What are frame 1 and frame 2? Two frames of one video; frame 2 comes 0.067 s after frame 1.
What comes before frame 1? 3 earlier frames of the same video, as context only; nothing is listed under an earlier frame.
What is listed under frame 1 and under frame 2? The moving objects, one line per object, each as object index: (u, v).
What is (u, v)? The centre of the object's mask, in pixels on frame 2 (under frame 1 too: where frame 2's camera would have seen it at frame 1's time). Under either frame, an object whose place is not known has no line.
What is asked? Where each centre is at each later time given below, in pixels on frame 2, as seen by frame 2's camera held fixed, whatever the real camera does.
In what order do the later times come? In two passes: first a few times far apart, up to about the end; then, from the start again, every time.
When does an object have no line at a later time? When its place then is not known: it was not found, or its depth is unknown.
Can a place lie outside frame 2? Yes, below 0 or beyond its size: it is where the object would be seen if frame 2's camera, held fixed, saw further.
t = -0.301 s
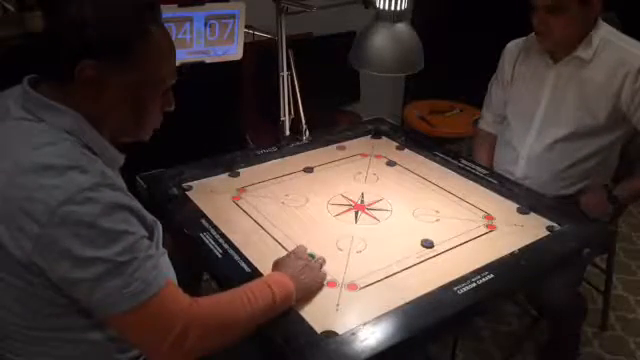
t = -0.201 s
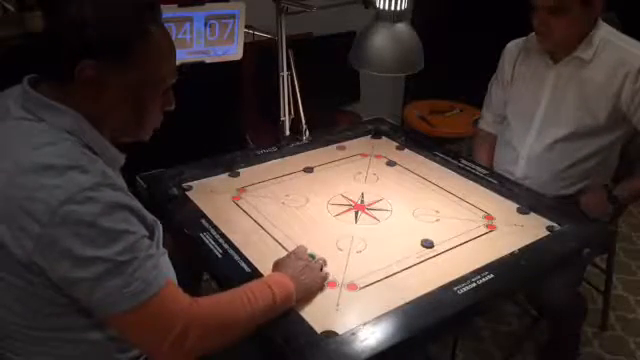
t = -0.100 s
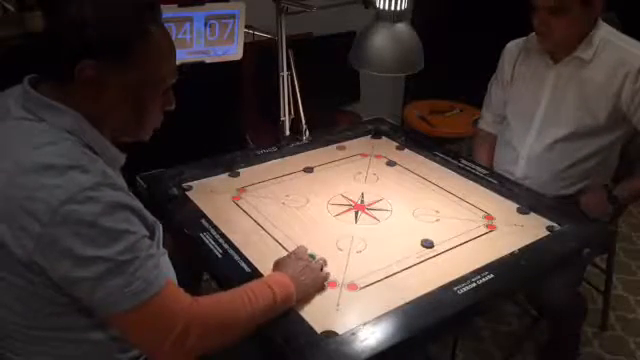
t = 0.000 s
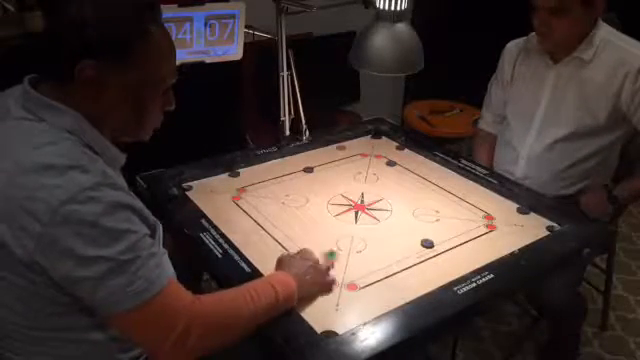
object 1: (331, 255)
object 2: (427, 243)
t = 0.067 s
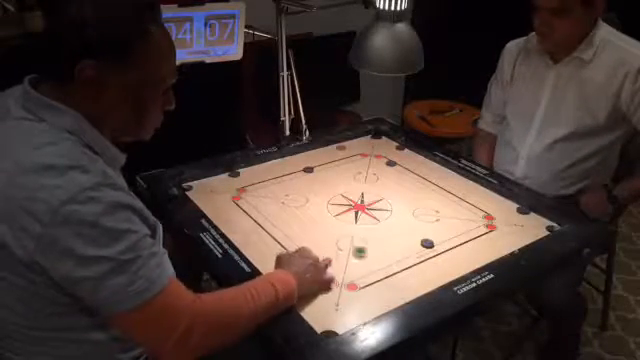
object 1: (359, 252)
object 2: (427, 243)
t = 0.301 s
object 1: (426, 245)
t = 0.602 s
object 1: (441, 244)
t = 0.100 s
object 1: (373, 251)
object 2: (427, 243)
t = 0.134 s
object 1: (385, 249)
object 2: (427, 243)
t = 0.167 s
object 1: (398, 248)
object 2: (427, 243)
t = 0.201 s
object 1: (408, 246)
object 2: (427, 243)
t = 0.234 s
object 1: (416, 245)
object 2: (434, 241)
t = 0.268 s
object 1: (421, 245)
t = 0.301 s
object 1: (426, 245)
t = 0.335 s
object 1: (429, 245)
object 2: (473, 236)
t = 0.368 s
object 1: (432, 244)
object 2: (485, 234)
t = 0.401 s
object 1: (435, 244)
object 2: (496, 232)
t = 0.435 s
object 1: (438, 244)
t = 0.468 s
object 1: (439, 244)
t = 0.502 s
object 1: (440, 244)
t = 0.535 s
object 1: (441, 244)
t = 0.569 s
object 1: (441, 244)
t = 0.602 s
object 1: (441, 244)
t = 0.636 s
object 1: (441, 244)
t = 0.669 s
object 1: (441, 244)
